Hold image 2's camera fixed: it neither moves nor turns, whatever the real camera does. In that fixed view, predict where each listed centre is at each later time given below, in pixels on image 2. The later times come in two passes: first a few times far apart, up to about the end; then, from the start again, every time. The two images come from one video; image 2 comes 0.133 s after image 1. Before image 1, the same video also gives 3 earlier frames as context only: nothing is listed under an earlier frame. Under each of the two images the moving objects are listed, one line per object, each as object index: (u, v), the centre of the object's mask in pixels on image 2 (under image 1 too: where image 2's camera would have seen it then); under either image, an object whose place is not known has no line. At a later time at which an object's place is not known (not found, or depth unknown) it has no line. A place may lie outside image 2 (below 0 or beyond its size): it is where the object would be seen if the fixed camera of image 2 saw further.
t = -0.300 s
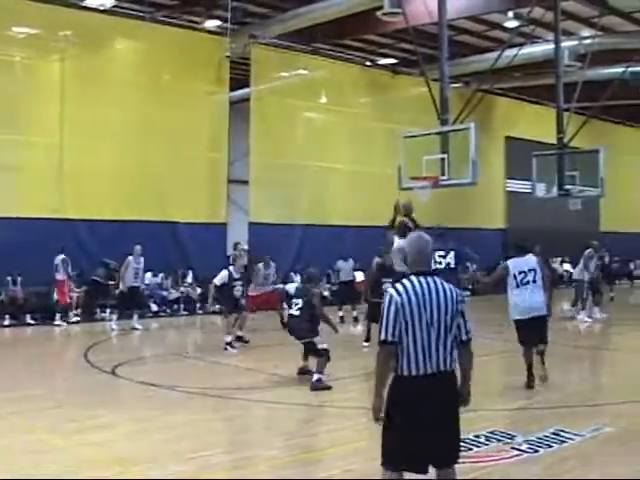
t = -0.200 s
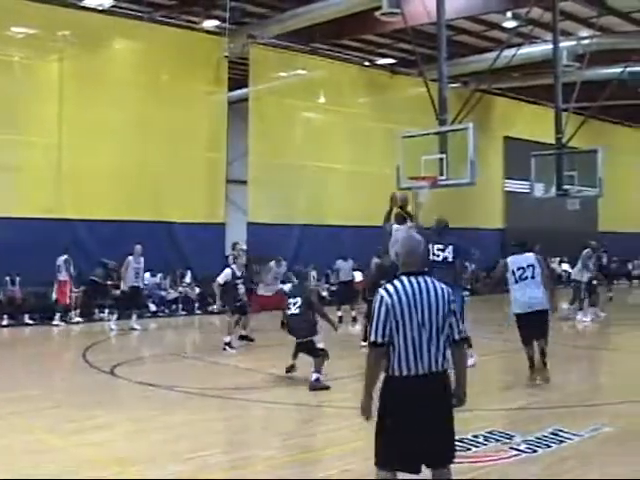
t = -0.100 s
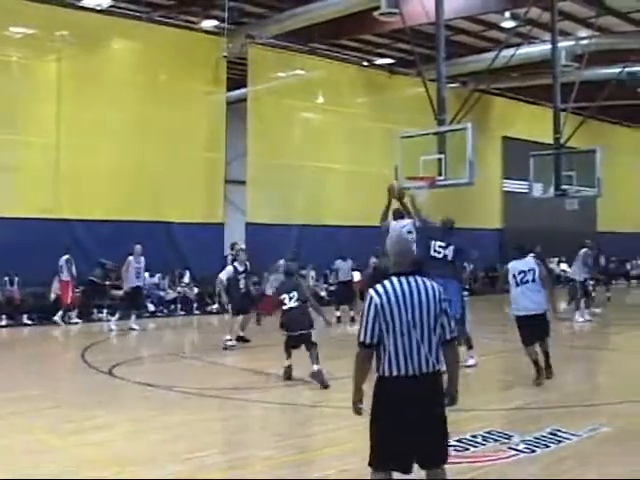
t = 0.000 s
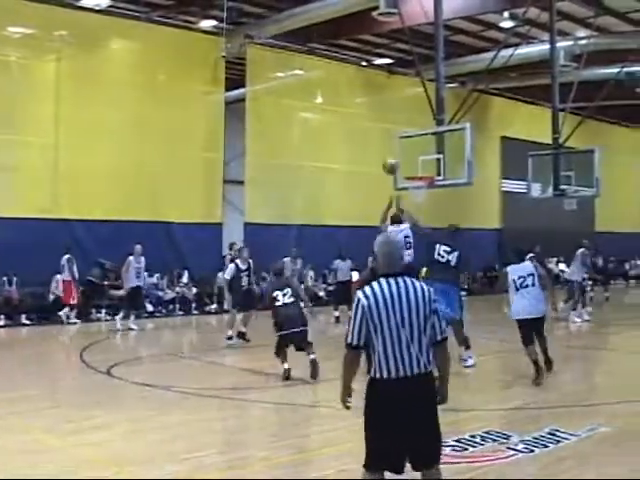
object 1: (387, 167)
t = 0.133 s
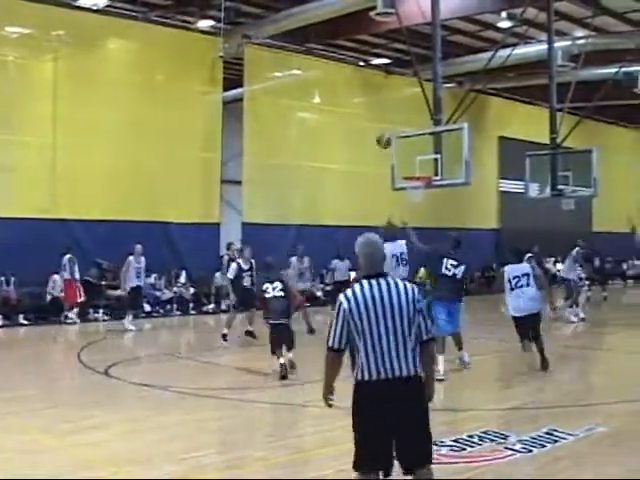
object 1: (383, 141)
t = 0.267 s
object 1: (379, 128)
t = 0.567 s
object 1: (372, 141)
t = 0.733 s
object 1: (370, 166)
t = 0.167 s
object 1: (382, 136)
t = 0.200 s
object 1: (381, 133)
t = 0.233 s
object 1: (380, 129)
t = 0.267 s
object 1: (379, 128)
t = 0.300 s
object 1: (378, 126)
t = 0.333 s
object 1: (378, 126)
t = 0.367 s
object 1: (377, 126)
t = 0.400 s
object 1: (375, 126)
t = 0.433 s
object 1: (375, 128)
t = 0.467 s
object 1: (375, 129)
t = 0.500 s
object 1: (374, 133)
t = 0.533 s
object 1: (373, 137)
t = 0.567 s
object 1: (372, 141)
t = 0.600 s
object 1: (372, 143)
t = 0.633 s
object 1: (371, 148)
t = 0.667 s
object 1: (370, 153)
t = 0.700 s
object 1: (370, 159)
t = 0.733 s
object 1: (370, 166)
